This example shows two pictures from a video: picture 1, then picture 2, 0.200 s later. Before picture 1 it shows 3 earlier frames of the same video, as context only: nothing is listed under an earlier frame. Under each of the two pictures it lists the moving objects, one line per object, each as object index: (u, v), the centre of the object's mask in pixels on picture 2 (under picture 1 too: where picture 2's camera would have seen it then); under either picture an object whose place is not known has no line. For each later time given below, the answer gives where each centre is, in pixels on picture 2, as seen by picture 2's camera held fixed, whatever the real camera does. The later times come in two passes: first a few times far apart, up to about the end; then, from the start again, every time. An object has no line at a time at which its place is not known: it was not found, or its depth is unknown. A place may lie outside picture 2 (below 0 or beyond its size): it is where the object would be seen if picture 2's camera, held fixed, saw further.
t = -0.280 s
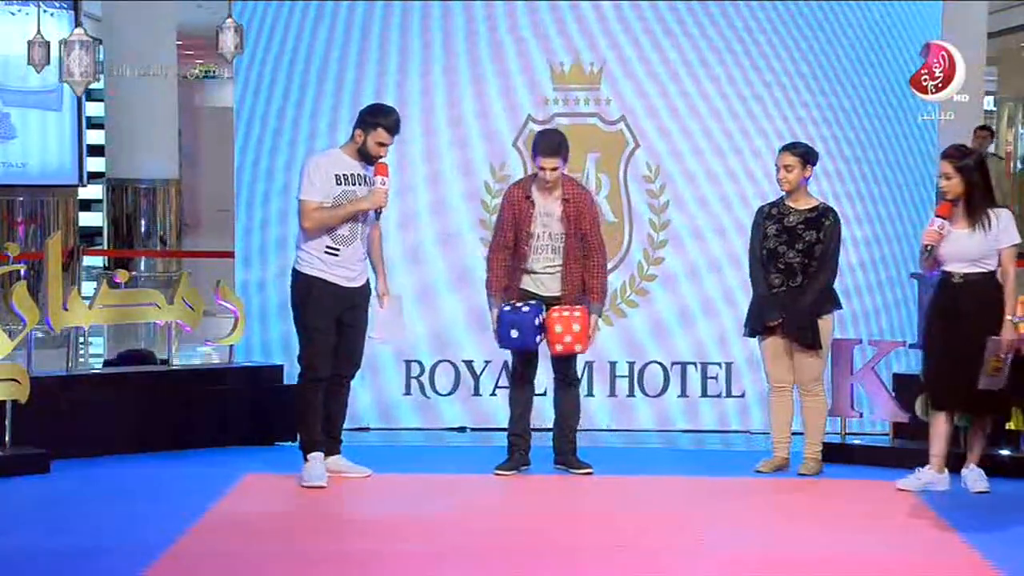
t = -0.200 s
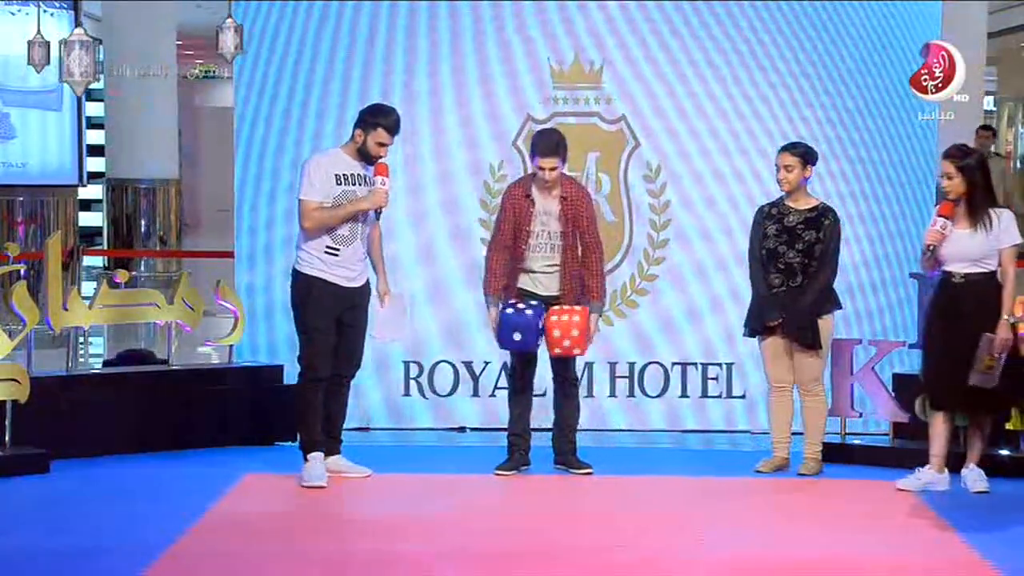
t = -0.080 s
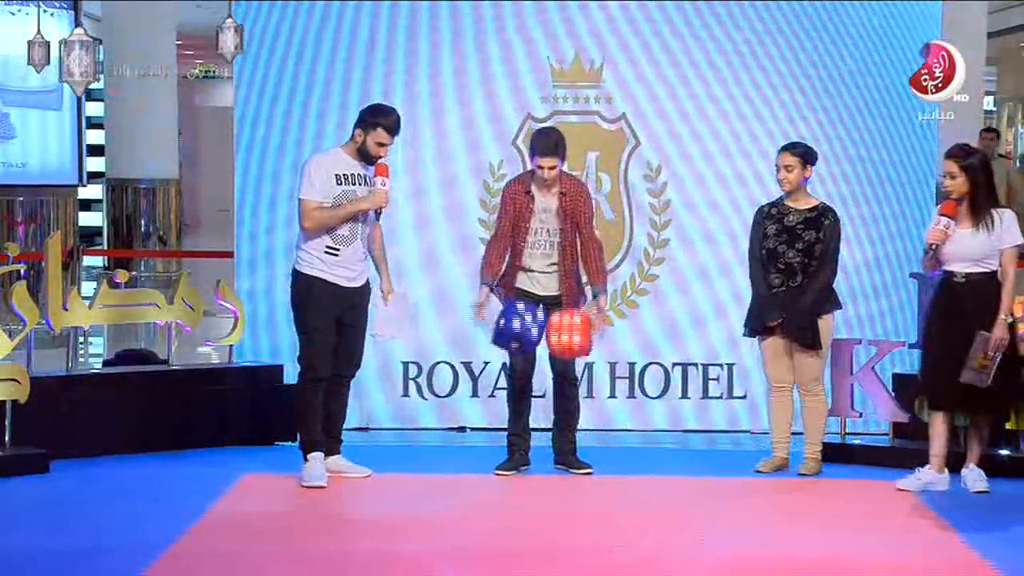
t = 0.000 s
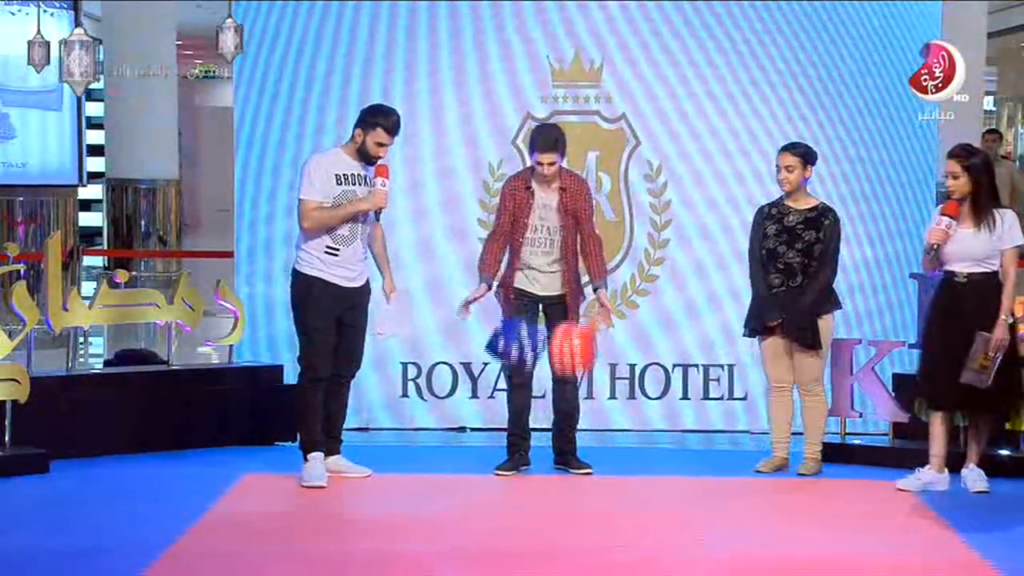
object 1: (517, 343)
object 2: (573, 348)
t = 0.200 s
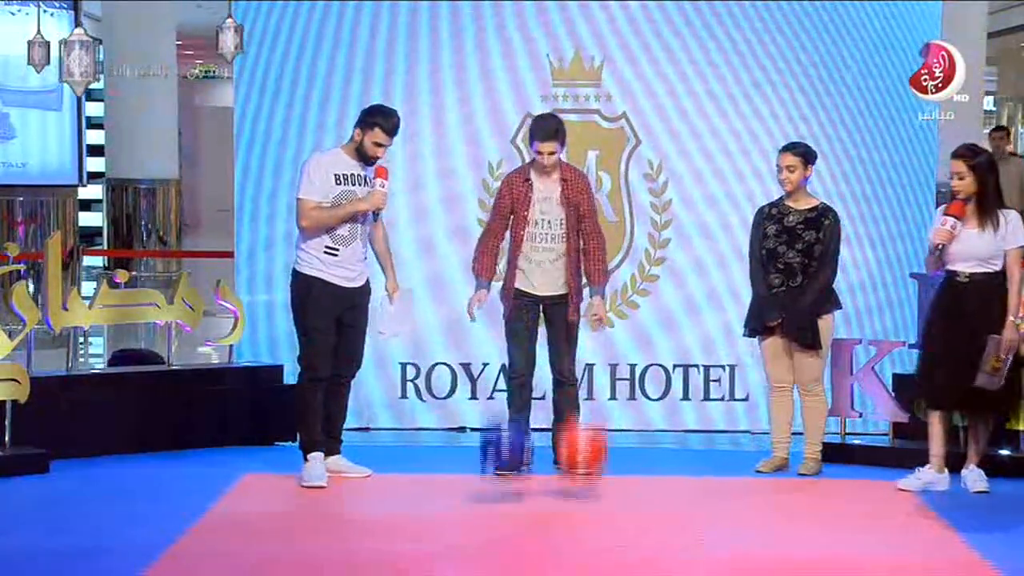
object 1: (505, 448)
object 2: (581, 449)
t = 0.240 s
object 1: (504, 481)
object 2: (583, 479)
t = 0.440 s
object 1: (499, 426)
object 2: (551, 444)
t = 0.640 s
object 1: (470, 452)
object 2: (538, 486)
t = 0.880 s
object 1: (434, 492)
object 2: (525, 496)
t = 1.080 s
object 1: (409, 498)
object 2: (538, 497)
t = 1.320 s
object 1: (395, 503)
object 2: (546, 501)
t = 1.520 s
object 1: (399, 517)
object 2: (534, 505)
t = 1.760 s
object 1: (403, 516)
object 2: (532, 508)
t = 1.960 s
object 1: (385, 522)
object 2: (546, 511)
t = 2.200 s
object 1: (366, 522)
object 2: (547, 518)
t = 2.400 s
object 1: (376, 525)
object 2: (534, 517)
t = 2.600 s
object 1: (389, 526)
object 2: (537, 518)
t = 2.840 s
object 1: (397, 519)
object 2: (544, 518)
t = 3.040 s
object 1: (410, 519)
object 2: (531, 515)
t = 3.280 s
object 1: (421, 519)
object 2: (535, 517)
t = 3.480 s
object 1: (433, 516)
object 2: (547, 518)
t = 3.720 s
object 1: (432, 515)
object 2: (537, 519)
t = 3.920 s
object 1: (431, 517)
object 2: (530, 518)
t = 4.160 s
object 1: (418, 522)
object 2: (537, 515)
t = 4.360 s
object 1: (409, 521)
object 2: (535, 518)
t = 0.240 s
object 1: (504, 481)
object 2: (583, 479)
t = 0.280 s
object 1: (502, 474)
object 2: (577, 471)
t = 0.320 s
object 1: (503, 457)
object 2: (570, 460)
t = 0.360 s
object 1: (501, 443)
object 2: (564, 451)
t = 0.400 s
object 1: (500, 433)
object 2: (558, 446)
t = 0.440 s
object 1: (499, 426)
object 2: (551, 444)
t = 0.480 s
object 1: (494, 425)
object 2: (548, 445)
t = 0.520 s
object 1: (488, 426)
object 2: (546, 450)
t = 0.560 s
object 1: (482, 431)
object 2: (544, 459)
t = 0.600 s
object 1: (475, 440)
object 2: (541, 473)
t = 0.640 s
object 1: (470, 452)
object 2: (538, 486)
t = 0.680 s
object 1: (463, 468)
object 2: (536, 484)
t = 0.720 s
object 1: (456, 491)
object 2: (534, 480)
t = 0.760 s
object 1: (451, 495)
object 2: (532, 479)
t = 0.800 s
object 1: (445, 491)
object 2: (529, 482)
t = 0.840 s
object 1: (440, 490)
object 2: (527, 489)
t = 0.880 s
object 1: (434, 492)
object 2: (525, 496)
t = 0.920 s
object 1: (427, 498)
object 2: (527, 493)
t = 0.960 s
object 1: (422, 498)
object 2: (529, 491)
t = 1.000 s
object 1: (419, 495)
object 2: (532, 493)
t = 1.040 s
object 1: (414, 495)
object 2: (535, 496)
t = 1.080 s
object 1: (409, 498)
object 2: (538, 497)
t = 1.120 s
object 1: (405, 505)
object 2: (542, 497)
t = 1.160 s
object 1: (401, 511)
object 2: (544, 498)
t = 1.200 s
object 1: (399, 503)
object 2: (546, 499)
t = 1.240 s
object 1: (398, 499)
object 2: (548, 501)
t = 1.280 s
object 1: (397, 499)
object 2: (547, 501)
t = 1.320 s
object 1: (395, 503)
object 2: (546, 501)
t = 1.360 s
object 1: (394, 511)
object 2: (545, 501)
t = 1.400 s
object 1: (394, 513)
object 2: (543, 502)
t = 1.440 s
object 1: (394, 517)
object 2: (541, 504)
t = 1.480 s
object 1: (396, 517)
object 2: (537, 505)
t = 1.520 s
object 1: (399, 517)
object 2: (534, 505)
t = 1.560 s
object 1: (401, 518)
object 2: (532, 506)
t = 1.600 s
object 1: (403, 517)
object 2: (531, 507)
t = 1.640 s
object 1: (404, 516)
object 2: (530, 508)
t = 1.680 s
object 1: (405, 515)
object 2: (530, 509)
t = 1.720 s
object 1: (404, 515)
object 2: (530, 509)
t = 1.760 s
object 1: (403, 516)
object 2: (532, 508)
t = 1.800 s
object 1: (401, 516)
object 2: (534, 509)
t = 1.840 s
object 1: (399, 517)
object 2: (536, 510)
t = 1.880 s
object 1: (395, 519)
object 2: (540, 511)
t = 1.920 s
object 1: (390, 521)
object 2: (543, 511)
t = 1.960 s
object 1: (385, 522)
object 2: (546, 511)
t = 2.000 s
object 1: (380, 523)
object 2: (548, 511)
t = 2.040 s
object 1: (376, 524)
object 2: (549, 512)
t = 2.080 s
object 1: (372, 524)
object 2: (550, 513)
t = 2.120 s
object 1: (369, 523)
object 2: (550, 515)
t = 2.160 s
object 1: (367, 522)
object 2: (549, 517)
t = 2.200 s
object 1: (366, 522)
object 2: (547, 518)
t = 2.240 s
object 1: (366, 522)
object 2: (545, 518)
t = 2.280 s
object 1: (368, 523)
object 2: (542, 519)
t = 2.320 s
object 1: (370, 525)
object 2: (538, 519)
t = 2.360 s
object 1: (373, 526)
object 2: (536, 517)
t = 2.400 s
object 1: (376, 525)
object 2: (534, 517)
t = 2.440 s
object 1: (379, 524)
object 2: (533, 516)
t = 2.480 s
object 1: (382, 524)
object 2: (533, 516)
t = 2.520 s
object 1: (384, 525)
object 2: (533, 516)
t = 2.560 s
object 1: (387, 526)
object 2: (535, 517)
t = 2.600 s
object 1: (389, 526)
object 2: (537, 518)
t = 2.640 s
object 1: (391, 525)
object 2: (541, 519)
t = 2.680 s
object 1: (392, 524)
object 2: (543, 518)
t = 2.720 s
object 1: (393, 522)
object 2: (545, 518)
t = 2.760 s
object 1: (393, 521)
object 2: (546, 517)
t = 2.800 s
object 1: (395, 520)
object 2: (545, 517)
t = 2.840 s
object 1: (397, 519)
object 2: (544, 518)
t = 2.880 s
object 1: (399, 520)
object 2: (542, 519)
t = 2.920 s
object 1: (402, 520)
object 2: (540, 520)
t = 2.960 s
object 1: (405, 520)
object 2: (536, 520)
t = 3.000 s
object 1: (408, 519)
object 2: (533, 518)
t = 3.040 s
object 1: (410, 519)
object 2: (531, 515)
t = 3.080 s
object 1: (411, 520)
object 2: (529, 514)
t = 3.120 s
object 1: (413, 521)
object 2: (529, 513)
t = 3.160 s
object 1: (414, 522)
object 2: (529, 513)
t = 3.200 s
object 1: (416, 522)
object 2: (530, 513)
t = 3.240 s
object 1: (419, 521)
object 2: (532, 515)
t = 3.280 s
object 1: (421, 519)
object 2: (535, 517)
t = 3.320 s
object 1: (423, 518)
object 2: (538, 517)
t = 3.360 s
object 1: (426, 517)
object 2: (541, 518)
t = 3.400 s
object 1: (428, 517)
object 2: (544, 519)
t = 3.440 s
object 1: (431, 517)
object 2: (545, 518)
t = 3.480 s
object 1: (433, 516)
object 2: (547, 518)
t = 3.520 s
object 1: (435, 516)
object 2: (547, 518)
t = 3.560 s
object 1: (435, 515)
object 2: (547, 518)
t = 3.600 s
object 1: (435, 515)
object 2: (545, 518)
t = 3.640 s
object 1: (434, 516)
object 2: (543, 519)
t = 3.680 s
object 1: (433, 515)
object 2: (540, 520)
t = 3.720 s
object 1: (432, 515)
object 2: (537, 519)
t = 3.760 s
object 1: (431, 515)
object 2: (535, 519)
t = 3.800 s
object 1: (431, 515)
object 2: (533, 519)
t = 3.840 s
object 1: (431, 516)
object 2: (532, 519)
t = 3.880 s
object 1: (431, 517)
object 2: (530, 519)
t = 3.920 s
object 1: (431, 517)
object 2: (530, 518)
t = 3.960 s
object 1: (430, 518)
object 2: (530, 517)
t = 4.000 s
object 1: (429, 519)
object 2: (531, 517)
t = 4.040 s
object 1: (427, 520)
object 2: (533, 516)
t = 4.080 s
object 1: (424, 522)
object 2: (534, 516)
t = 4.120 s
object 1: (421, 523)
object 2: (536, 516)
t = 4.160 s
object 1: (418, 522)
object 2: (537, 515)
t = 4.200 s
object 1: (415, 522)
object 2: (538, 515)
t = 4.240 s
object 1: (412, 521)
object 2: (538, 515)
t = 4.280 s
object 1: (410, 521)
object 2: (537, 516)
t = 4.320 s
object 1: (409, 521)
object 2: (536, 517)
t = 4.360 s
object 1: (409, 521)
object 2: (535, 518)
